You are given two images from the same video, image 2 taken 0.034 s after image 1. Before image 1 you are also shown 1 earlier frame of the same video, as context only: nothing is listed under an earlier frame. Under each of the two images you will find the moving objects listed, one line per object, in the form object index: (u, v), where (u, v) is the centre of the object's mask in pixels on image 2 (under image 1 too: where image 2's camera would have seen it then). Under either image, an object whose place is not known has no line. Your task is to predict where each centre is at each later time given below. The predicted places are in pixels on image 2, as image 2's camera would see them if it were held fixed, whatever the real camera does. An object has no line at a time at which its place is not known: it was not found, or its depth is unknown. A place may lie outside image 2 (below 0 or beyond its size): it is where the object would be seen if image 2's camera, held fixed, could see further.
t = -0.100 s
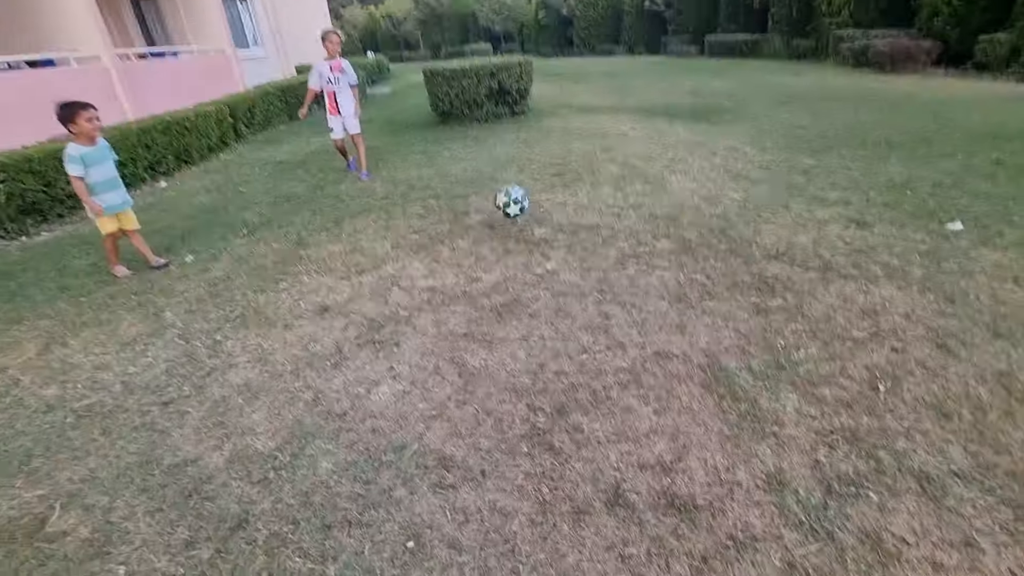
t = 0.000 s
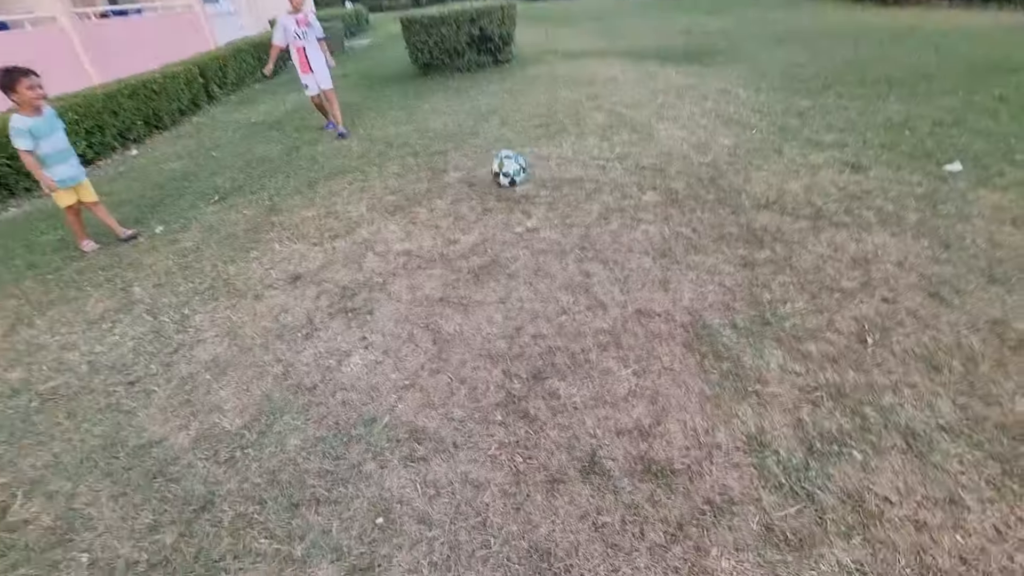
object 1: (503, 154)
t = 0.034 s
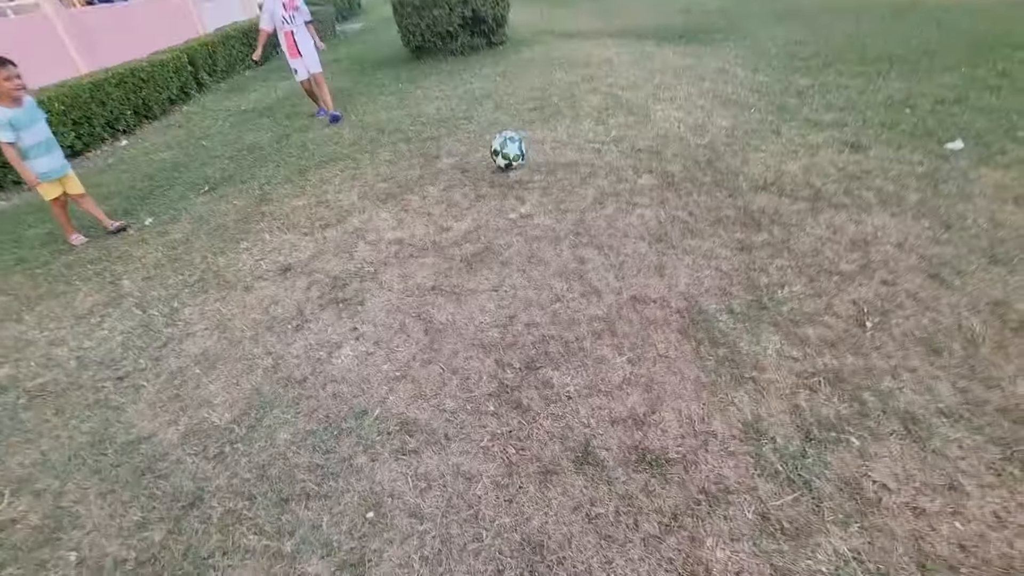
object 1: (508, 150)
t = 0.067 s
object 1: (513, 148)
